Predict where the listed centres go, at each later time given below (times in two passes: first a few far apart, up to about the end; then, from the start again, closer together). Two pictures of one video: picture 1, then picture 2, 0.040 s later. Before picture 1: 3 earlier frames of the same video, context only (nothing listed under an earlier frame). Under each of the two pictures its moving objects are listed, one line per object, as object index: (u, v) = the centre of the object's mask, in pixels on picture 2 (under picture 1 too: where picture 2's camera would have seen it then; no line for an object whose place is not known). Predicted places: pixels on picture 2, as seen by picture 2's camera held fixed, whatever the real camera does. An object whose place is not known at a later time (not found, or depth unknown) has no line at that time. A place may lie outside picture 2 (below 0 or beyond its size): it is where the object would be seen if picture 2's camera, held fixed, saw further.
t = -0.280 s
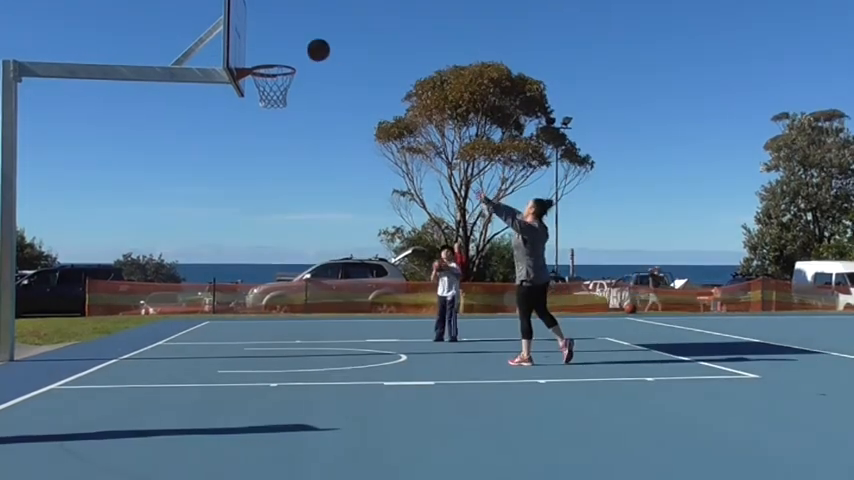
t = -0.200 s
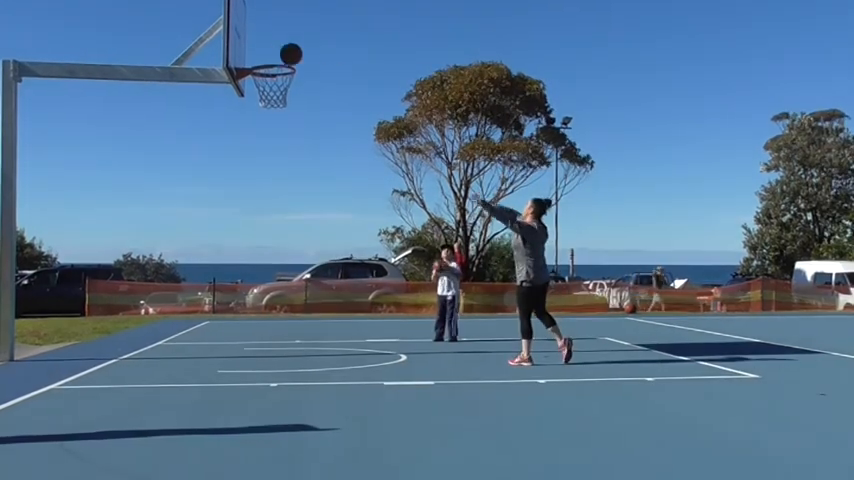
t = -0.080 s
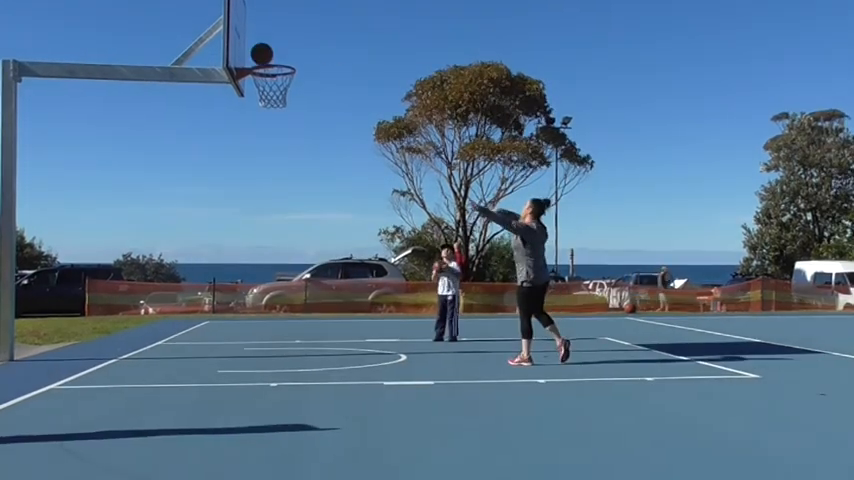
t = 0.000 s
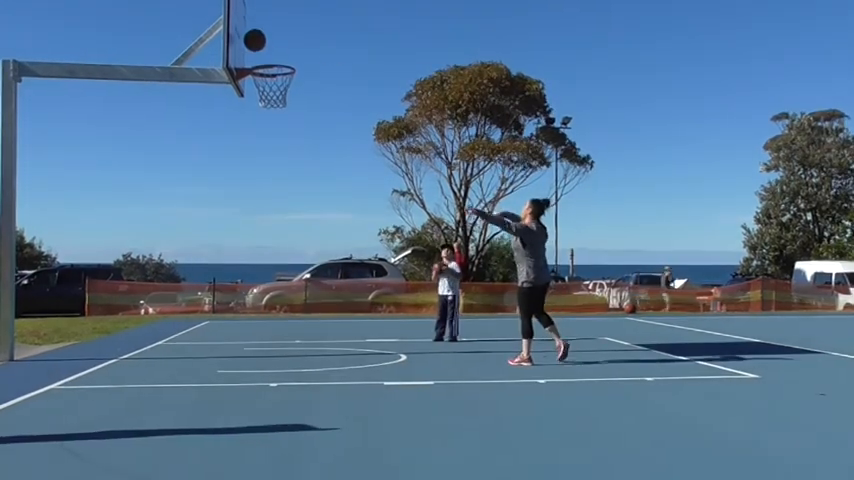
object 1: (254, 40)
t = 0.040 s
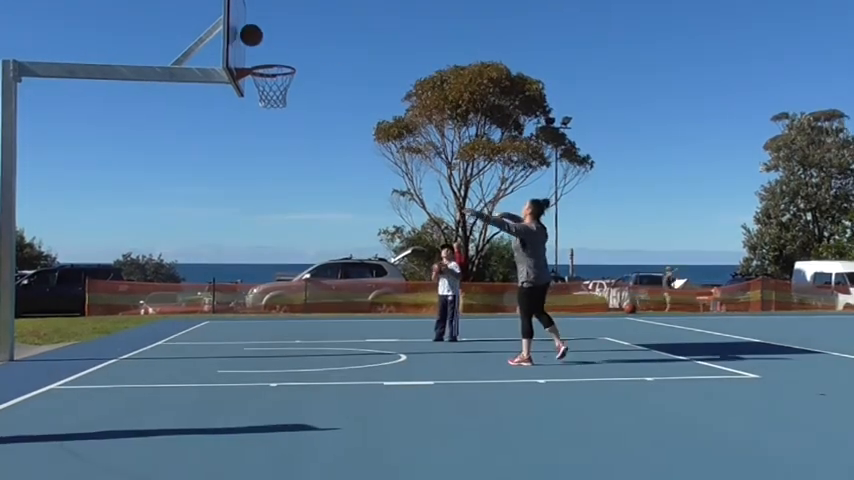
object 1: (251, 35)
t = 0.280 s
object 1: (264, 32)
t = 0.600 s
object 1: (280, 105)
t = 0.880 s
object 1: (280, 225)
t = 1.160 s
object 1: (277, 303)
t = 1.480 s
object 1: (265, 206)
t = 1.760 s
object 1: (254, 196)
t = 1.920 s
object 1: (248, 220)
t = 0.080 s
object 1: (250, 31)
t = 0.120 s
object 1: (253, 28)
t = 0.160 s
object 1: (256, 27)
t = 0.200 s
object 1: (258, 28)
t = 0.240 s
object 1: (261, 29)
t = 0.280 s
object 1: (264, 32)
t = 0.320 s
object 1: (266, 37)
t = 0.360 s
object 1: (269, 43)
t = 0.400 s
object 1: (272, 51)
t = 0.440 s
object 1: (275, 60)
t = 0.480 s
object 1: (277, 71)
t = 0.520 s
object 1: (279, 82)
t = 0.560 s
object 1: (279, 93)
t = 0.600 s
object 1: (280, 105)
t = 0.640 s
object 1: (280, 117)
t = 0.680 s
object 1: (280, 131)
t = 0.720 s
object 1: (280, 147)
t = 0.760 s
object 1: (280, 164)
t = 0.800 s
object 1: (280, 183)
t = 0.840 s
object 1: (280, 203)
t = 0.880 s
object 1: (280, 225)
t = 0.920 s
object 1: (281, 248)
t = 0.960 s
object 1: (281, 272)
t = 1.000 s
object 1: (282, 298)
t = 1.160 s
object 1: (277, 303)
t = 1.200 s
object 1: (278, 286)
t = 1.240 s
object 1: (275, 270)
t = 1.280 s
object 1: (274, 255)
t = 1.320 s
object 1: (272, 243)
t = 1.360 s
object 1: (270, 231)
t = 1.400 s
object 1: (269, 222)
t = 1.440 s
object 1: (267, 213)
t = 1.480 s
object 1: (265, 206)
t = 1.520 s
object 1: (264, 201)
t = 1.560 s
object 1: (262, 196)
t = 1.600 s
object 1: (261, 194)
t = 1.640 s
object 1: (259, 193)
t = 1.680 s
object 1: (257, 193)
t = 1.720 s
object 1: (256, 194)
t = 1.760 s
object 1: (254, 196)
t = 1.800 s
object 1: (253, 201)
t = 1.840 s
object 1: (251, 206)
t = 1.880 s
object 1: (250, 212)
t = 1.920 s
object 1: (248, 220)
